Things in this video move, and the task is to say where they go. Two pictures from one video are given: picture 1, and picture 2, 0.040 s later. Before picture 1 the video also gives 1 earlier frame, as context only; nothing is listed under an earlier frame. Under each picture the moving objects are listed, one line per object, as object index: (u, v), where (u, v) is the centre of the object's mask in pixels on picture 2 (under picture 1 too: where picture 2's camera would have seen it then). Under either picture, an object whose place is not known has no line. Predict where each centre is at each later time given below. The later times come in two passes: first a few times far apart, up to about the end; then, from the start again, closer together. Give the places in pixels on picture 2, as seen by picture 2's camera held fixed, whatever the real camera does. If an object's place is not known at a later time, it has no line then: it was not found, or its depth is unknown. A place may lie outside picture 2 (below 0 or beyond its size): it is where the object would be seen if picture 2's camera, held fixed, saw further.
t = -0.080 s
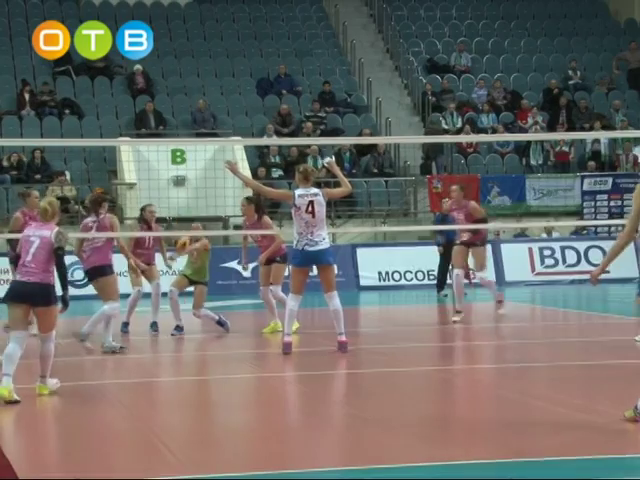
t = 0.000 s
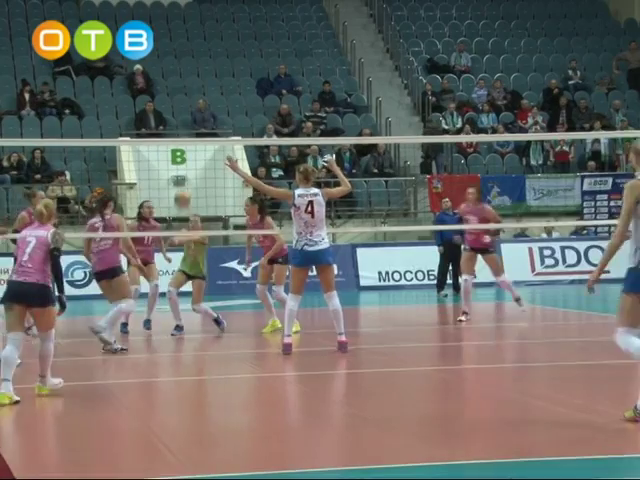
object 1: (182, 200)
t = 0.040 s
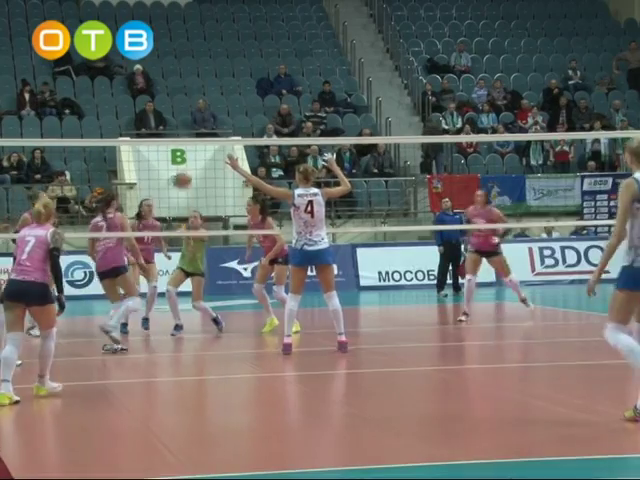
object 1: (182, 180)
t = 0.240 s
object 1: (187, 95)
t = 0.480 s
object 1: (194, 35)
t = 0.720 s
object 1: (202, 21)
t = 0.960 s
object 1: (212, 57)
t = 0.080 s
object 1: (184, 161)
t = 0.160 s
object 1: (185, 125)
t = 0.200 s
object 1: (186, 109)
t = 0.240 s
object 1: (187, 95)
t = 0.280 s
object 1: (188, 82)
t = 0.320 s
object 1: (189, 70)
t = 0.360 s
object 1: (190, 59)
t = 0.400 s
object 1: (192, 50)
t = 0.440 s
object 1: (193, 42)
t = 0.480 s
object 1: (194, 35)
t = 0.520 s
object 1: (194, 30)
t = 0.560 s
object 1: (195, 25)
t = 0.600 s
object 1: (197, 22)
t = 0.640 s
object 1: (199, 21)
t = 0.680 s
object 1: (201, 20)
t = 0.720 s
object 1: (202, 21)
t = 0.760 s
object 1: (203, 23)
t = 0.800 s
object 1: (206, 28)
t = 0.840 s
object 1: (207, 33)
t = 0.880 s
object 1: (209, 40)
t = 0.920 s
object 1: (211, 47)
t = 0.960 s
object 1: (212, 57)
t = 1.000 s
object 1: (213, 68)
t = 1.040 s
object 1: (215, 81)
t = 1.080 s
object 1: (217, 95)
